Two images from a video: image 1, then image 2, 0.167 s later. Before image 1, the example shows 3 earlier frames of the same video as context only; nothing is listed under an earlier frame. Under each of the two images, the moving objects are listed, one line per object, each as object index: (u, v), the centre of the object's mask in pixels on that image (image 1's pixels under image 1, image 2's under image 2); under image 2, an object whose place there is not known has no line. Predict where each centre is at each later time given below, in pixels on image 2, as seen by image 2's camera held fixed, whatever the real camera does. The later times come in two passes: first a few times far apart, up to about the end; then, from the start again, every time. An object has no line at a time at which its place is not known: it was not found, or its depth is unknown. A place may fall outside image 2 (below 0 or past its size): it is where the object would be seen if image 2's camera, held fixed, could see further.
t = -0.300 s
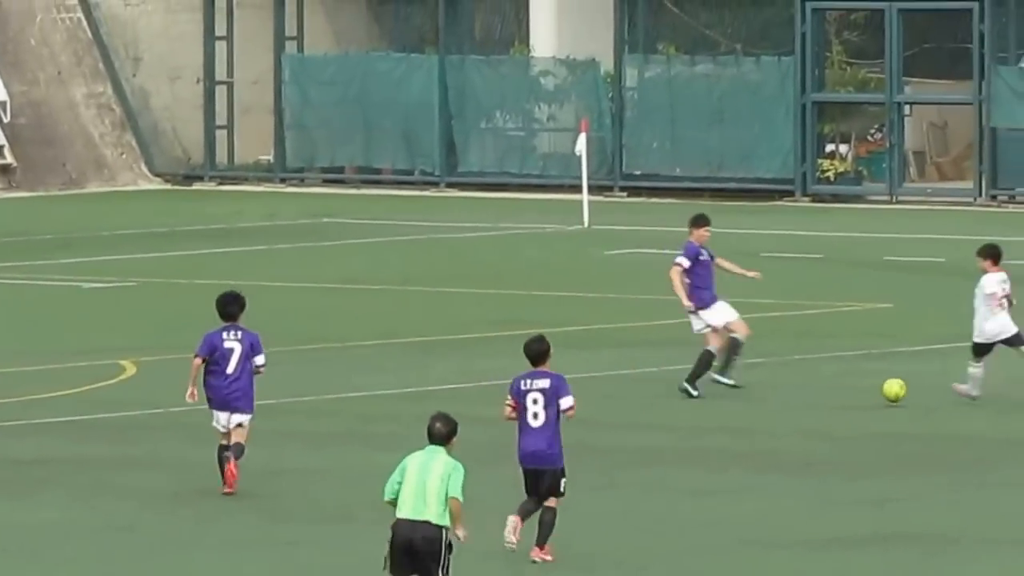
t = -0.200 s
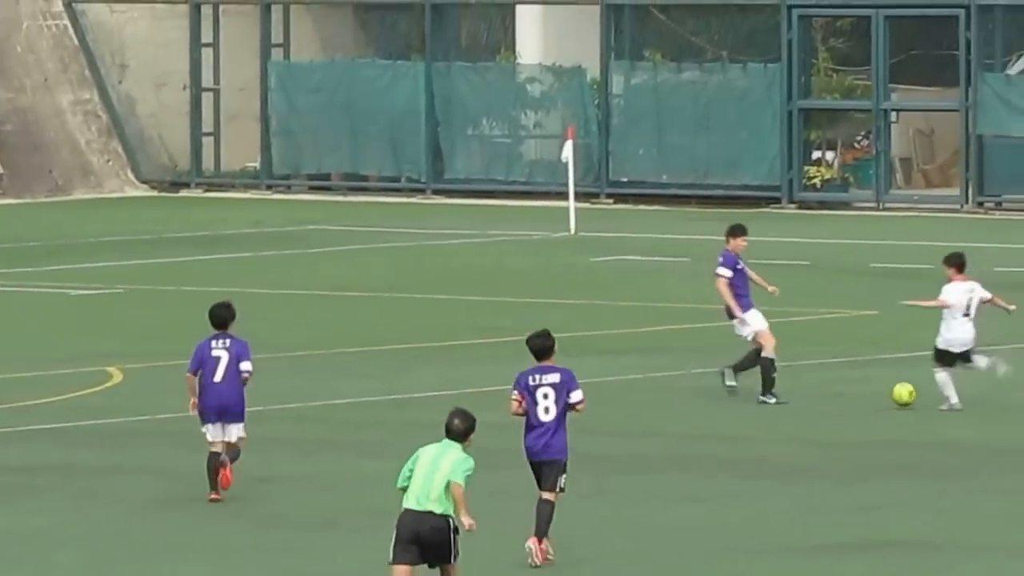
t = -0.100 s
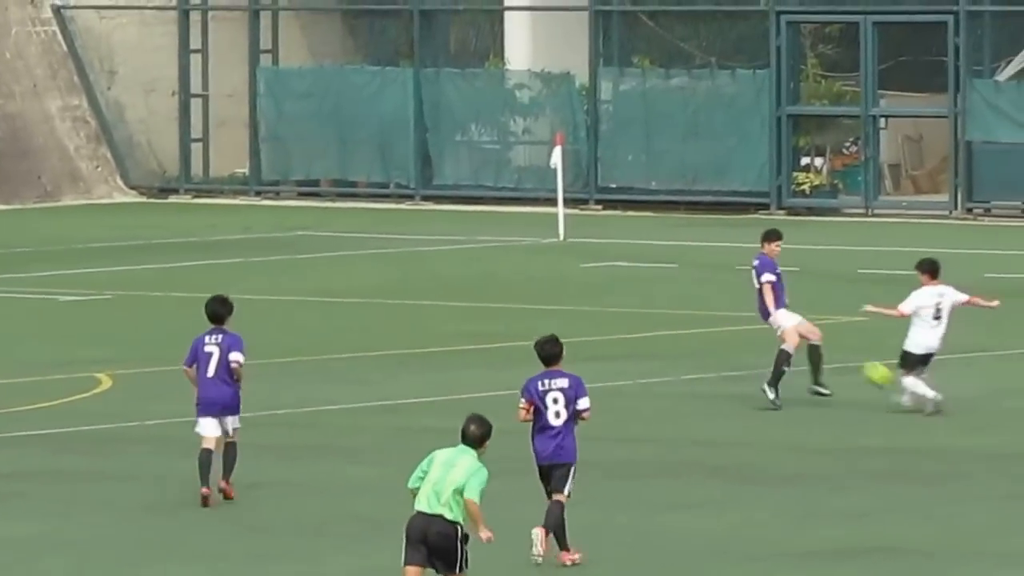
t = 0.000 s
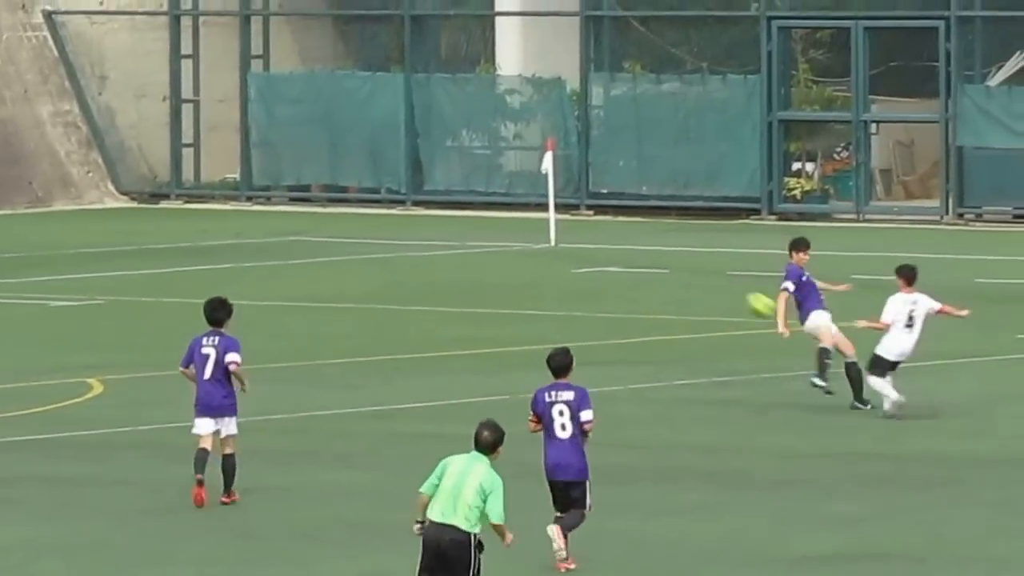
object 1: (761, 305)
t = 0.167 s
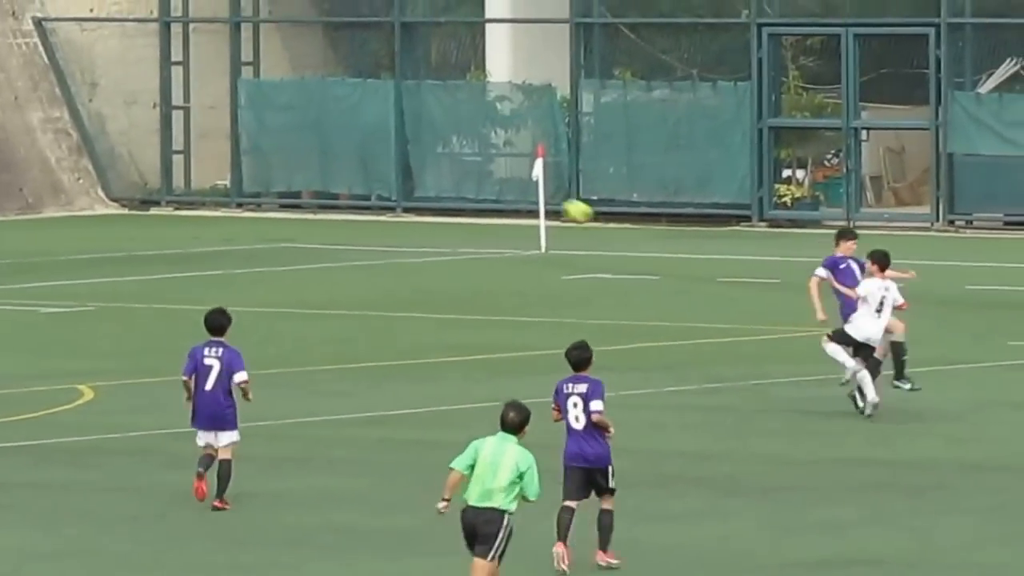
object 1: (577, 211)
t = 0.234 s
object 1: (510, 179)
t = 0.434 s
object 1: (314, 110)
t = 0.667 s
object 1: (99, 77)
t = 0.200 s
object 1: (544, 194)
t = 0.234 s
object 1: (510, 179)
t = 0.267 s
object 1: (477, 165)
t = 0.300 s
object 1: (443, 152)
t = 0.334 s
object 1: (411, 139)
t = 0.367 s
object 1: (379, 128)
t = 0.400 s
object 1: (347, 118)
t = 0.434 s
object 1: (314, 110)
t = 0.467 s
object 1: (282, 103)
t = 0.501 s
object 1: (250, 96)
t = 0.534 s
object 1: (220, 90)
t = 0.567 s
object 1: (188, 85)
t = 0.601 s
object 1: (158, 82)
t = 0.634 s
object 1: (130, 79)
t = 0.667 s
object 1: (99, 77)
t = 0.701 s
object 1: (68, 76)
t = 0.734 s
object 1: (39, 75)
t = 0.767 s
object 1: (10, 76)
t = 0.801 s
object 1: (-19, 78)
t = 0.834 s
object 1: (-47, 81)
